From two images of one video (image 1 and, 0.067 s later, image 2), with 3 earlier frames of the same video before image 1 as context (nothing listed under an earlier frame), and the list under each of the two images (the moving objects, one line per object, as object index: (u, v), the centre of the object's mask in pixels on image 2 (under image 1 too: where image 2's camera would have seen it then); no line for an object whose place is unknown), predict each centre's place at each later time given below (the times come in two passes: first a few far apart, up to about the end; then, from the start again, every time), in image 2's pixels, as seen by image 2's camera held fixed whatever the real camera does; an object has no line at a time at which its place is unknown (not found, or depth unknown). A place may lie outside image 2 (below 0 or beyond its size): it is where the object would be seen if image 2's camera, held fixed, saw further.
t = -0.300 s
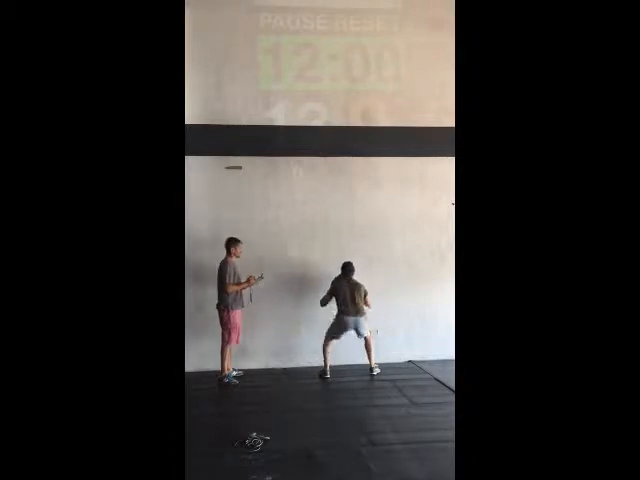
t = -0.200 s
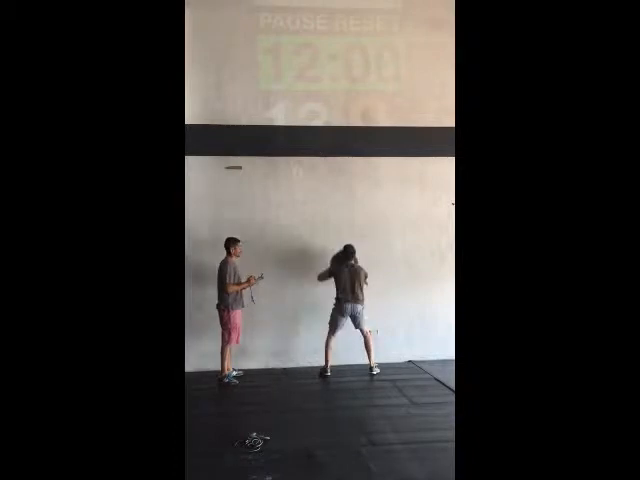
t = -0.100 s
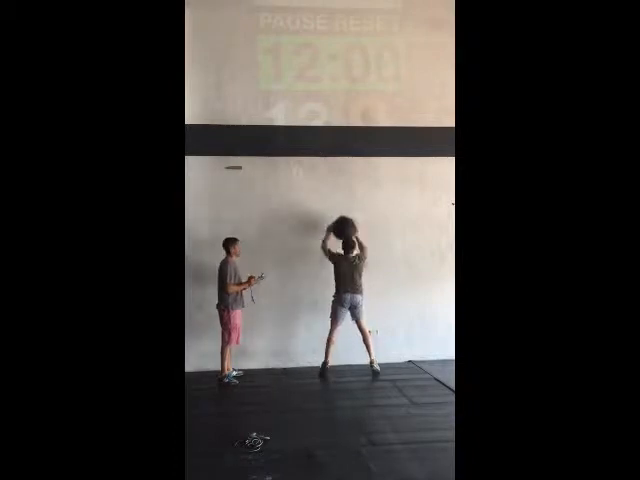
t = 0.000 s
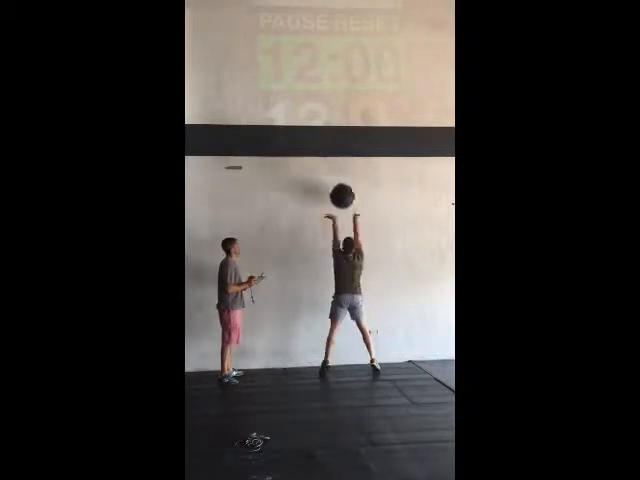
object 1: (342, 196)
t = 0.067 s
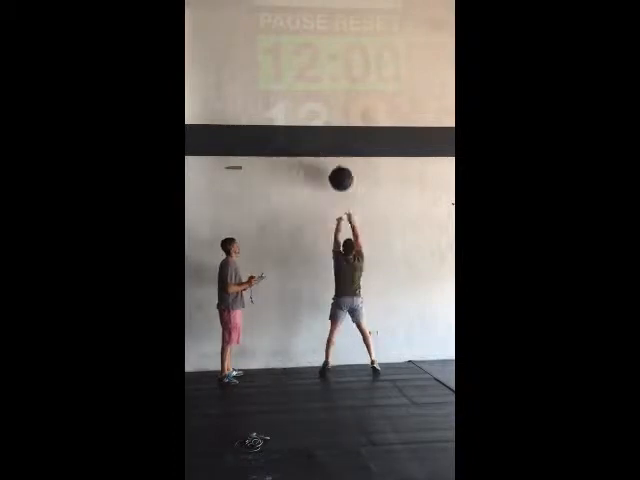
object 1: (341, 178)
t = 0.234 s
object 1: (337, 152)
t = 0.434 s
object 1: (332, 142)
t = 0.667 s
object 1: (336, 161)
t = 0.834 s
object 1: (337, 198)
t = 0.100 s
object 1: (340, 171)
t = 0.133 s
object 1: (339, 166)
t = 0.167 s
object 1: (339, 161)
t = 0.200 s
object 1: (339, 155)
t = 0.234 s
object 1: (337, 152)
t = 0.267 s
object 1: (337, 148)
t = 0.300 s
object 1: (331, 142)
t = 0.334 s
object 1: (332, 142)
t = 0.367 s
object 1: (332, 142)
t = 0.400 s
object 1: (332, 142)
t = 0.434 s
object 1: (332, 142)
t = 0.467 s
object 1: (331, 142)
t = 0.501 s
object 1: (329, 142)
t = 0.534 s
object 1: (329, 142)
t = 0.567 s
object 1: (332, 147)
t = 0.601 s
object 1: (332, 152)
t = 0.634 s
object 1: (333, 155)
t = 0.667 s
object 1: (336, 161)
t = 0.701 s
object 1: (336, 167)
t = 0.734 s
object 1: (336, 173)
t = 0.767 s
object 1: (337, 180)
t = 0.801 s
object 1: (337, 189)
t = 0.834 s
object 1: (337, 198)
